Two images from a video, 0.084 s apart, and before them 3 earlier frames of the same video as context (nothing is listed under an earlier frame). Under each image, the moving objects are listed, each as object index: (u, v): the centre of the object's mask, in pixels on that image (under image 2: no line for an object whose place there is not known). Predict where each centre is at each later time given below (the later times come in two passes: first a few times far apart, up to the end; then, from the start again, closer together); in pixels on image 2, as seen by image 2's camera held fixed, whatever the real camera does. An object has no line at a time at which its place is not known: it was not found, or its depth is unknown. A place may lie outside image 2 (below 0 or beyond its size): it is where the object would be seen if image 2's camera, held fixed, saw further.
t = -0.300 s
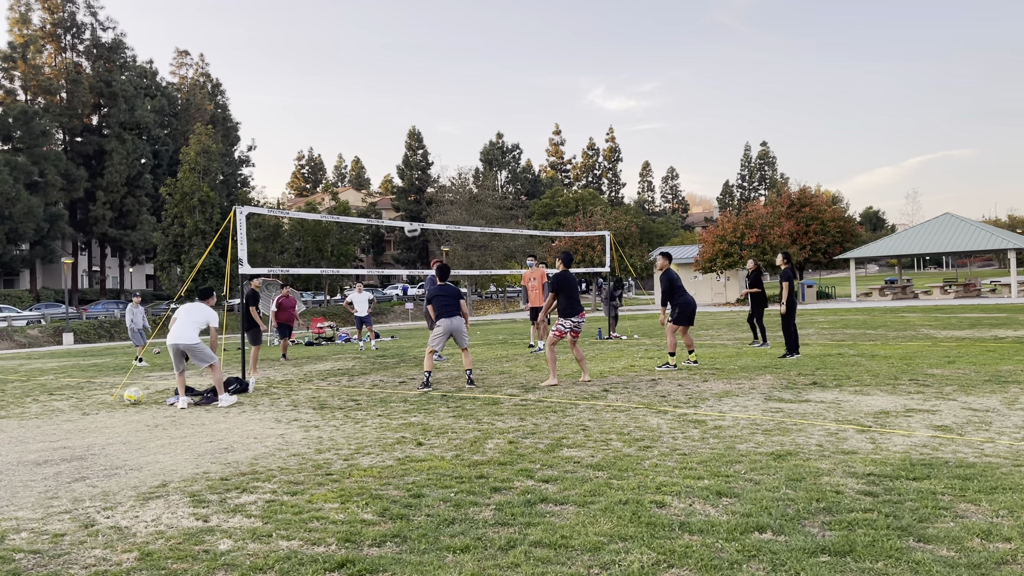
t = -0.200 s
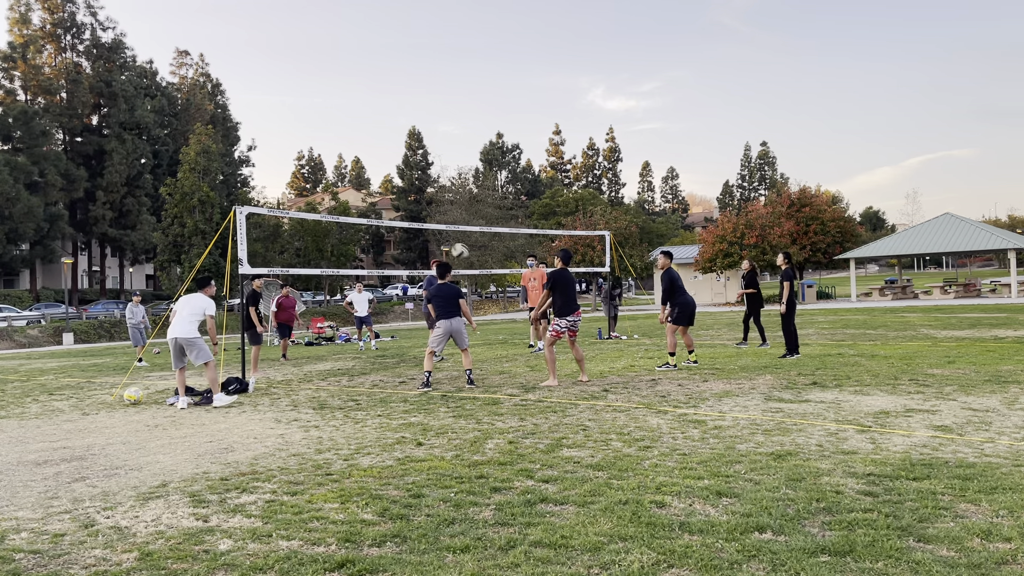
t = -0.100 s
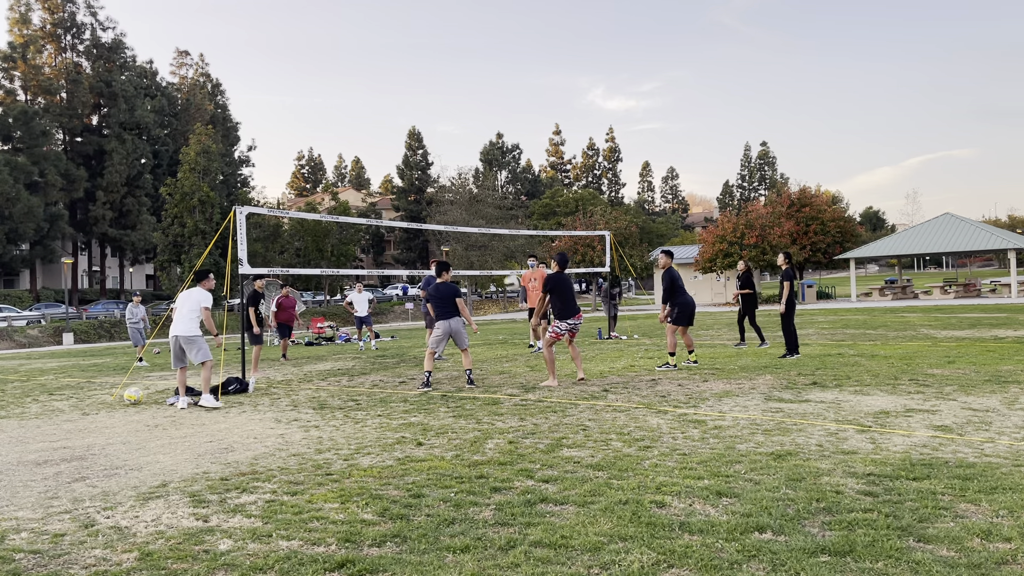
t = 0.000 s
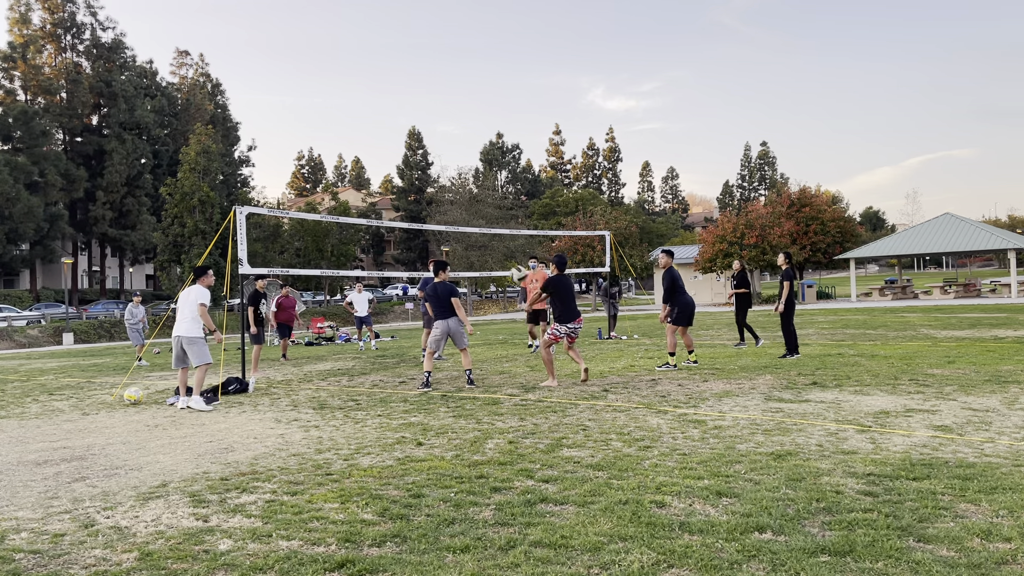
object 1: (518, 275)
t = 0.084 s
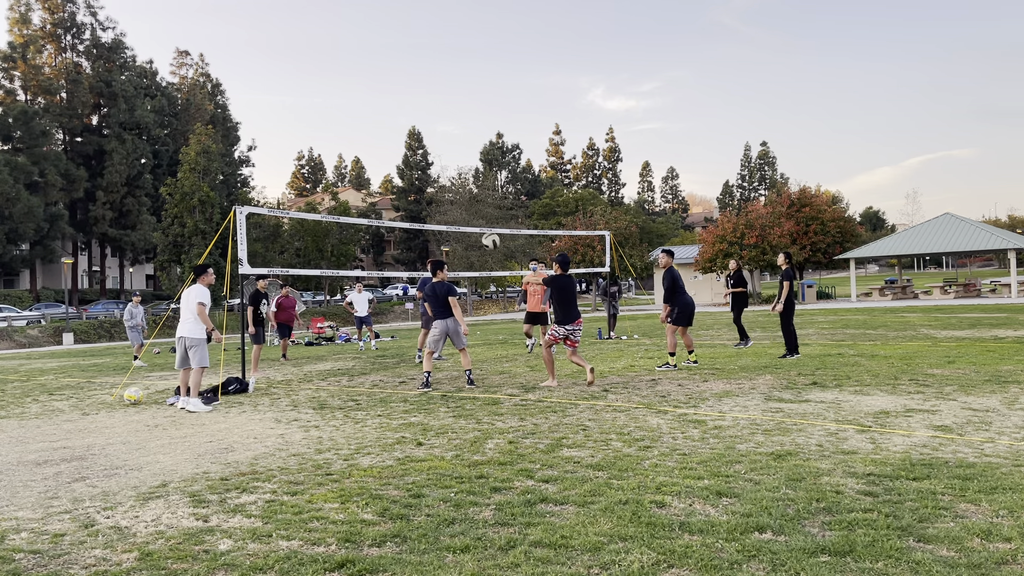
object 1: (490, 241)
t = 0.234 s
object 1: (442, 195)
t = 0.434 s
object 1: (378, 160)
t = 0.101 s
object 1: (485, 235)
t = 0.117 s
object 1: (480, 229)
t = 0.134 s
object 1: (474, 223)
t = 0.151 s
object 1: (468, 218)
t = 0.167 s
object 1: (459, 213)
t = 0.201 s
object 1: (452, 204)
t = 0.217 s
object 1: (447, 199)
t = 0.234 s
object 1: (442, 195)
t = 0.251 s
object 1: (436, 191)
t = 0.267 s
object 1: (429, 186)
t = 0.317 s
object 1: (415, 176)
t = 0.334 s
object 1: (409, 173)
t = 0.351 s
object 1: (404, 171)
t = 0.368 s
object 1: (399, 168)
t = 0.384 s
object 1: (394, 166)
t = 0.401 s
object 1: (389, 164)
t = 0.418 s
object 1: (383, 162)
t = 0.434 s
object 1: (378, 160)
